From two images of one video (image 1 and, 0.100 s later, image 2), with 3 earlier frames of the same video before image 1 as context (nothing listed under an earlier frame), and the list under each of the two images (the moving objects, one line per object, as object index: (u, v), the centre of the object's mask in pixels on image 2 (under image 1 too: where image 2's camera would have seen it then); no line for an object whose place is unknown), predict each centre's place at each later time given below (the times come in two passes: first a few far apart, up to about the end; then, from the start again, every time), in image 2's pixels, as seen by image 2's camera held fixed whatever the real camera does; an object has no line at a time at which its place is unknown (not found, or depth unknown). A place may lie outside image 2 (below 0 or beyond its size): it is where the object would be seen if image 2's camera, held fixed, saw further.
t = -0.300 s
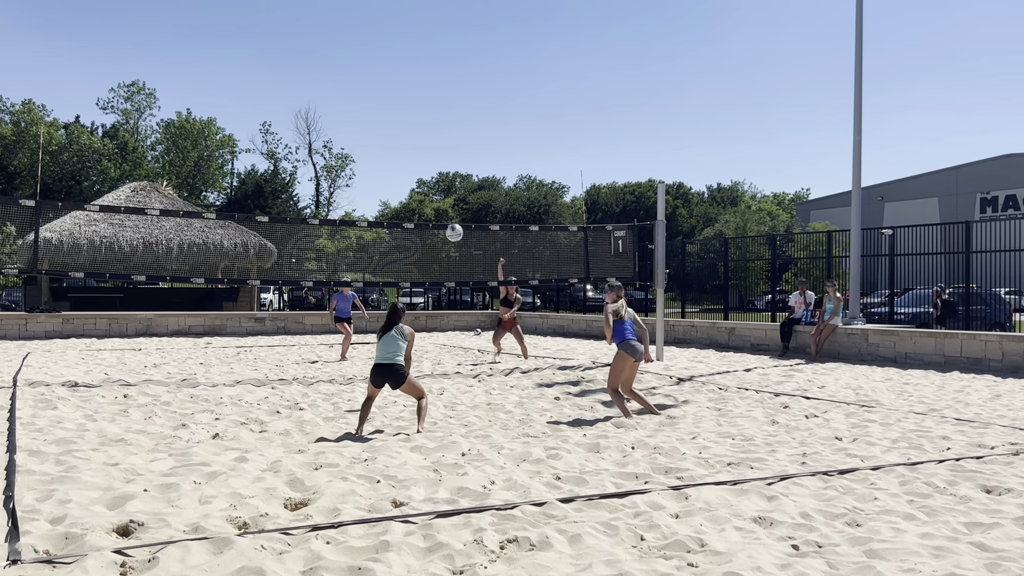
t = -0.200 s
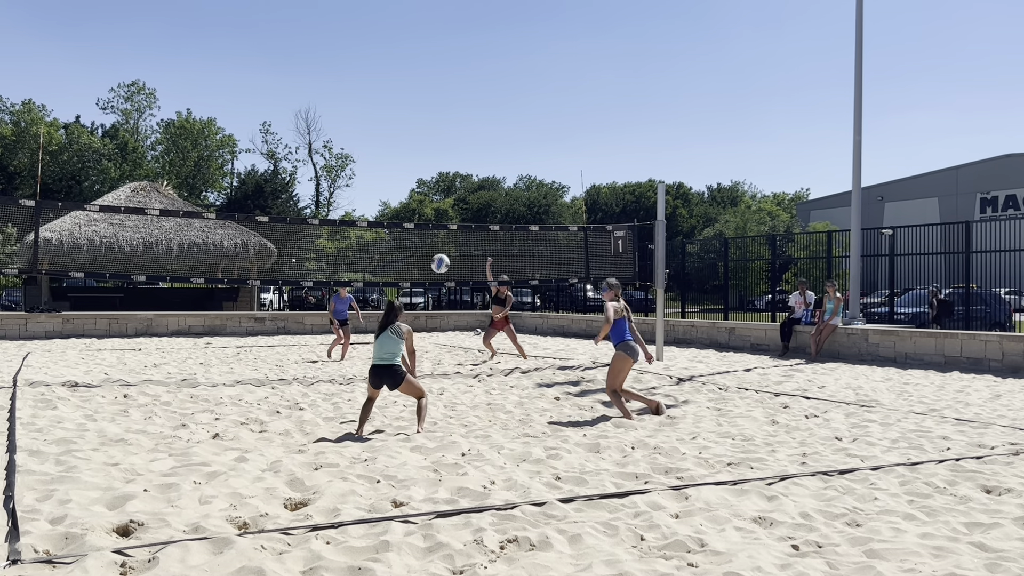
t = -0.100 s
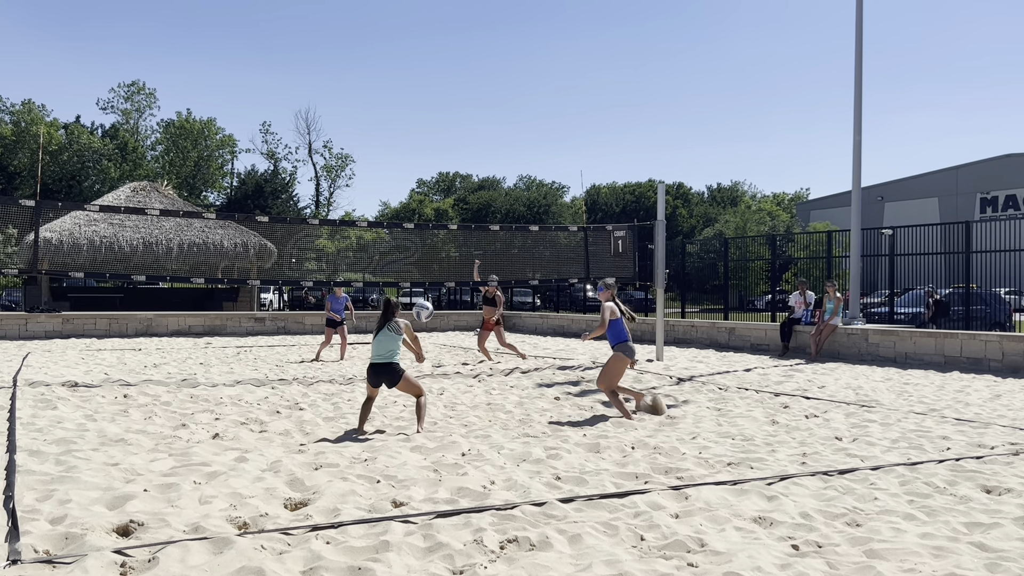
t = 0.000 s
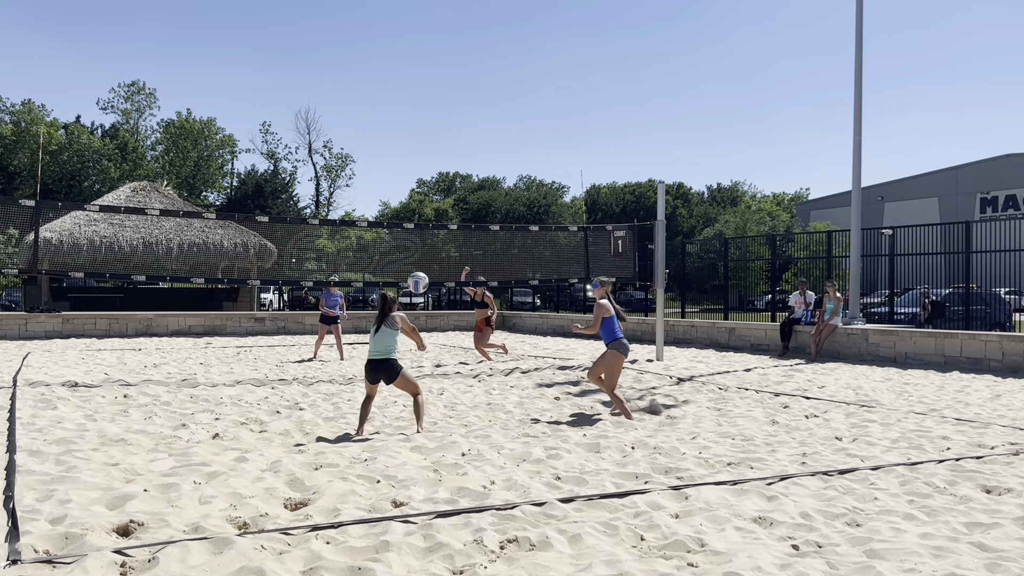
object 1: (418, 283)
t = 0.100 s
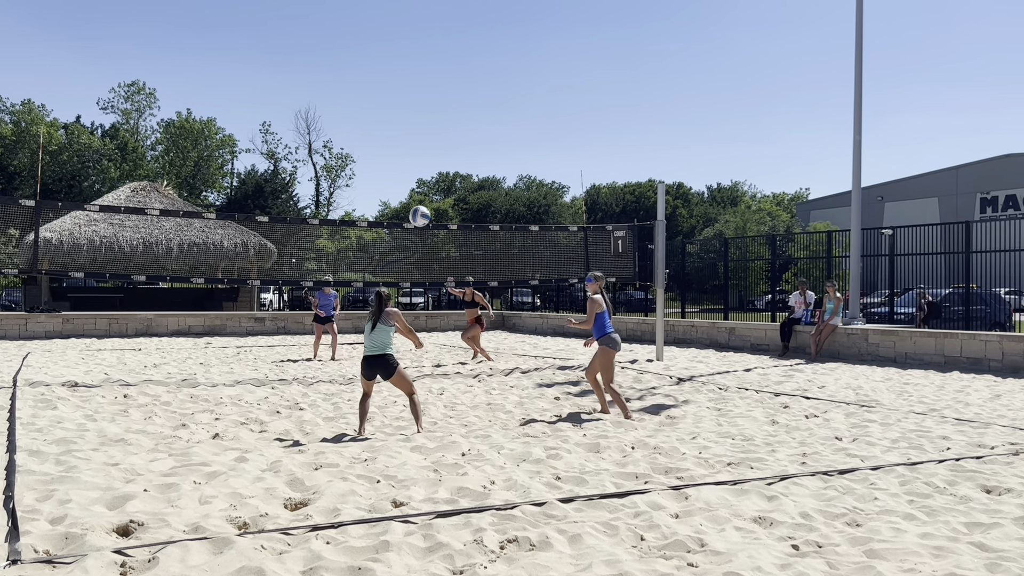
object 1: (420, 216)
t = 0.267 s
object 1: (420, 131)
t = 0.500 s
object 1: (420, 62)
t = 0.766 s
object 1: (417, 47)
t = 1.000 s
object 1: (415, 83)
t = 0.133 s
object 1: (420, 197)
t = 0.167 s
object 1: (420, 179)
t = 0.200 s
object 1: (420, 162)
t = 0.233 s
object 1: (420, 146)
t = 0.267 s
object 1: (420, 131)
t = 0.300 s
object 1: (420, 118)
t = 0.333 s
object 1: (420, 106)
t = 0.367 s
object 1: (420, 95)
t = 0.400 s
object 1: (420, 85)
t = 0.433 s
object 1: (420, 77)
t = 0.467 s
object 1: (420, 69)
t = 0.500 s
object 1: (420, 62)
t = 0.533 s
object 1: (420, 57)
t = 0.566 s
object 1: (419, 52)
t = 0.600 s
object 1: (419, 49)
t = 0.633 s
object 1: (419, 46)
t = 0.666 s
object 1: (418, 45)
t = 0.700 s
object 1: (418, 45)
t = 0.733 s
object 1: (418, 46)
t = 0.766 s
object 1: (417, 47)
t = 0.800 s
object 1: (417, 49)
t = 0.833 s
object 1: (417, 53)
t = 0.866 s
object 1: (417, 57)
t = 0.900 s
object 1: (416, 62)
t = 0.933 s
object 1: (416, 68)
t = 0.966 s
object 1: (415, 75)
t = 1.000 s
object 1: (415, 83)
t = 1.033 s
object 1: (415, 91)
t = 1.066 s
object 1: (415, 101)
